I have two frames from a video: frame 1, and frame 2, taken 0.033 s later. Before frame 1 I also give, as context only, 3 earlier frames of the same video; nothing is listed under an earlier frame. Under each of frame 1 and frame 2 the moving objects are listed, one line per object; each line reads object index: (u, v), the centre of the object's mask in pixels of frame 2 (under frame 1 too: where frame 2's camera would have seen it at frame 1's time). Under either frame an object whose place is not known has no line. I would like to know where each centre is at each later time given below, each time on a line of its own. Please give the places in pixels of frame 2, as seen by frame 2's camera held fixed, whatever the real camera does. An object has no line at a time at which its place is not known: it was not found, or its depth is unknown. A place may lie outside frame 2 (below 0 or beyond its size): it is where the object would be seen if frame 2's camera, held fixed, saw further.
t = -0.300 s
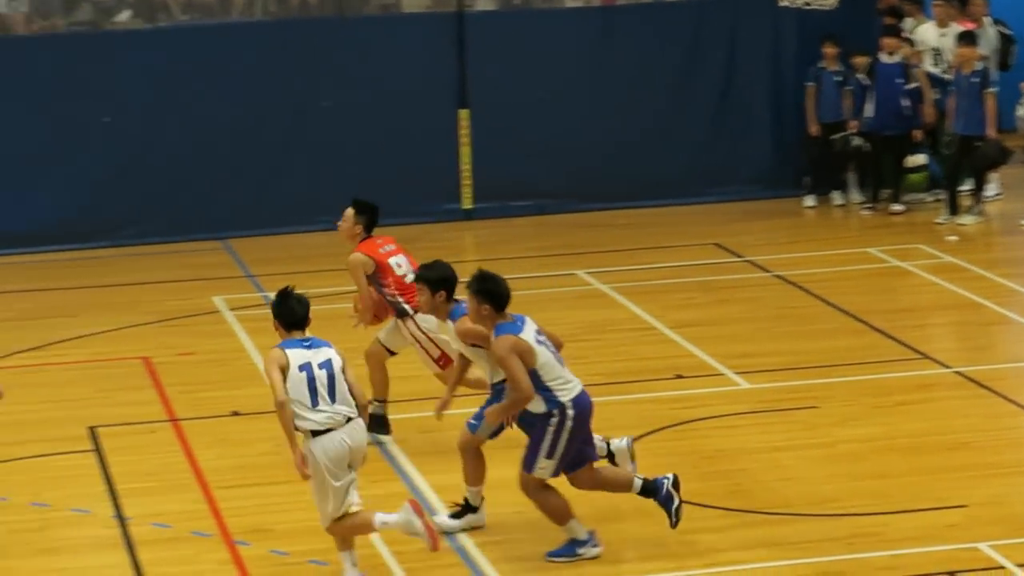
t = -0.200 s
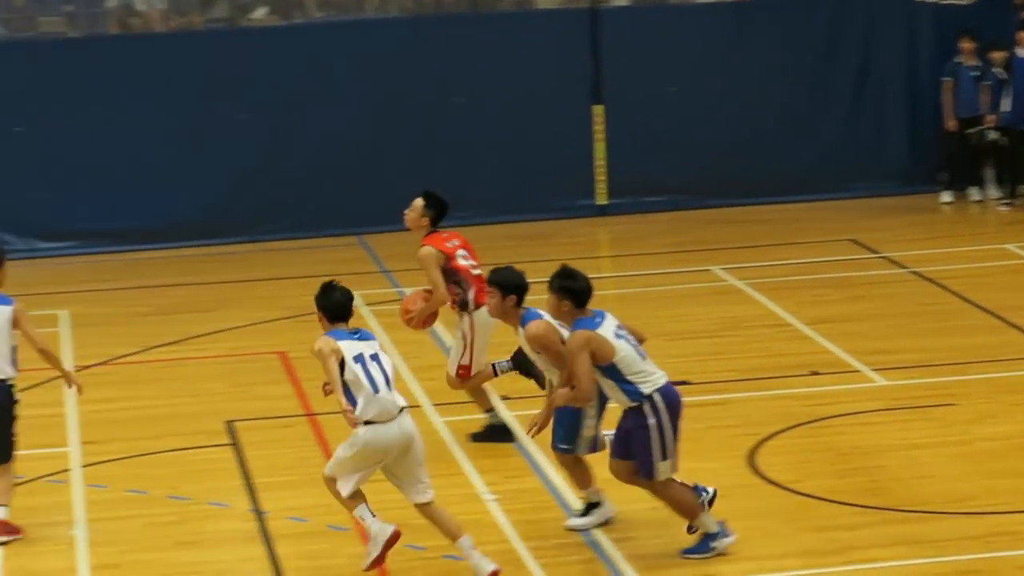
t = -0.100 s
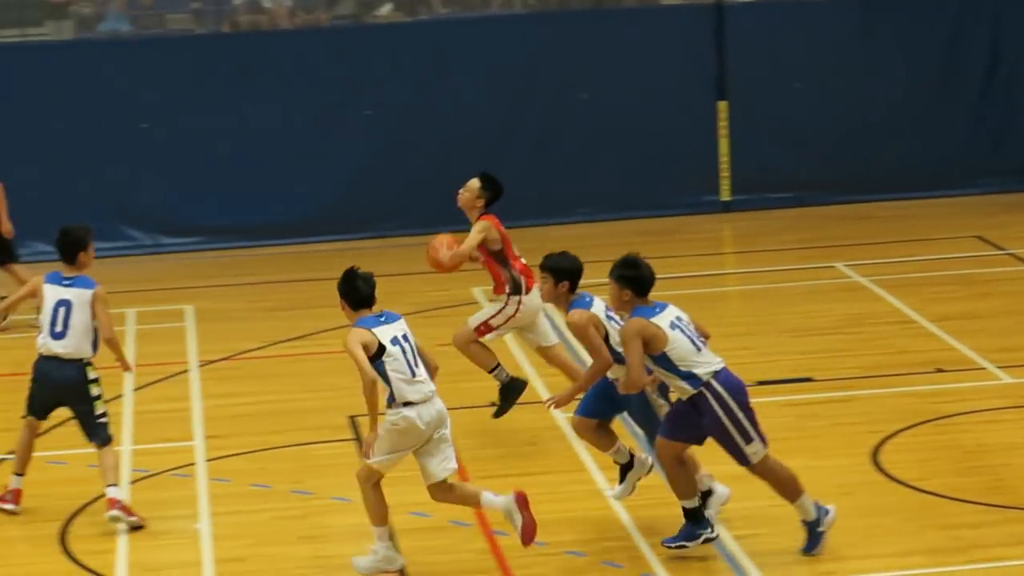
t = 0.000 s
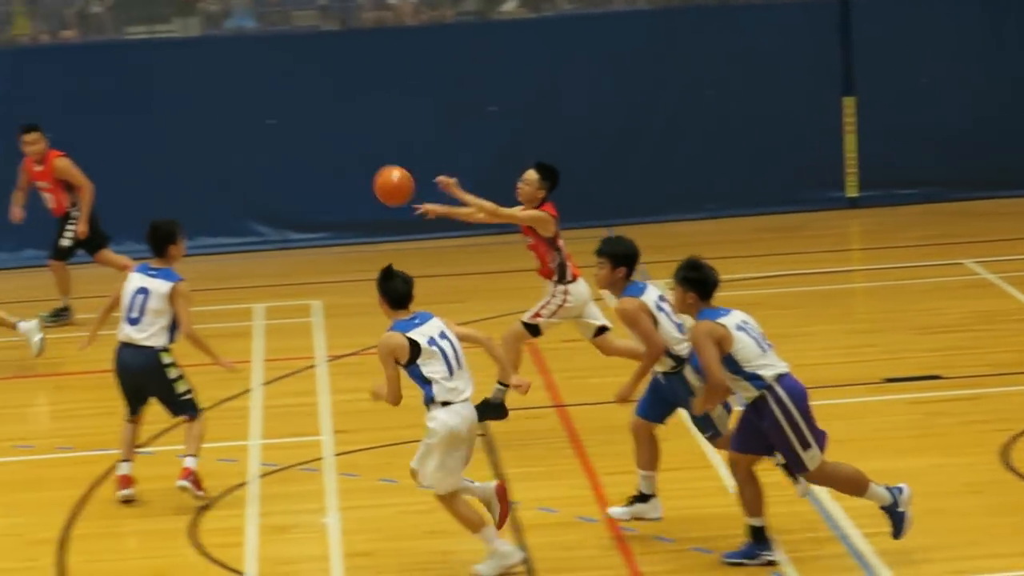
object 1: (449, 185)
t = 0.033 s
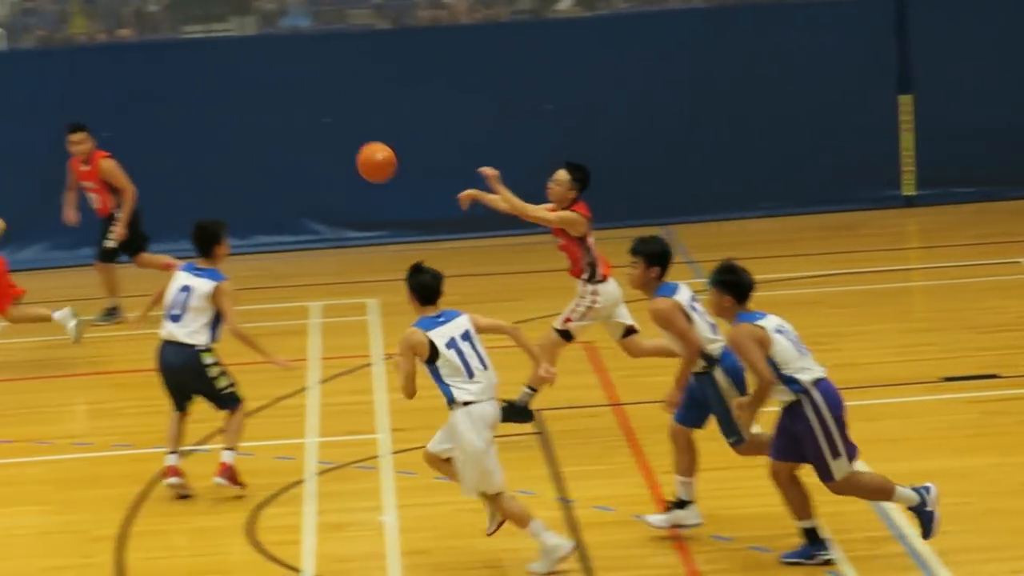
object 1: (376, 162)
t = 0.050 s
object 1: (340, 152)
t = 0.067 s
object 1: (305, 141)
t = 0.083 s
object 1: (269, 131)
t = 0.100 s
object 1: (233, 122)
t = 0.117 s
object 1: (198, 112)
